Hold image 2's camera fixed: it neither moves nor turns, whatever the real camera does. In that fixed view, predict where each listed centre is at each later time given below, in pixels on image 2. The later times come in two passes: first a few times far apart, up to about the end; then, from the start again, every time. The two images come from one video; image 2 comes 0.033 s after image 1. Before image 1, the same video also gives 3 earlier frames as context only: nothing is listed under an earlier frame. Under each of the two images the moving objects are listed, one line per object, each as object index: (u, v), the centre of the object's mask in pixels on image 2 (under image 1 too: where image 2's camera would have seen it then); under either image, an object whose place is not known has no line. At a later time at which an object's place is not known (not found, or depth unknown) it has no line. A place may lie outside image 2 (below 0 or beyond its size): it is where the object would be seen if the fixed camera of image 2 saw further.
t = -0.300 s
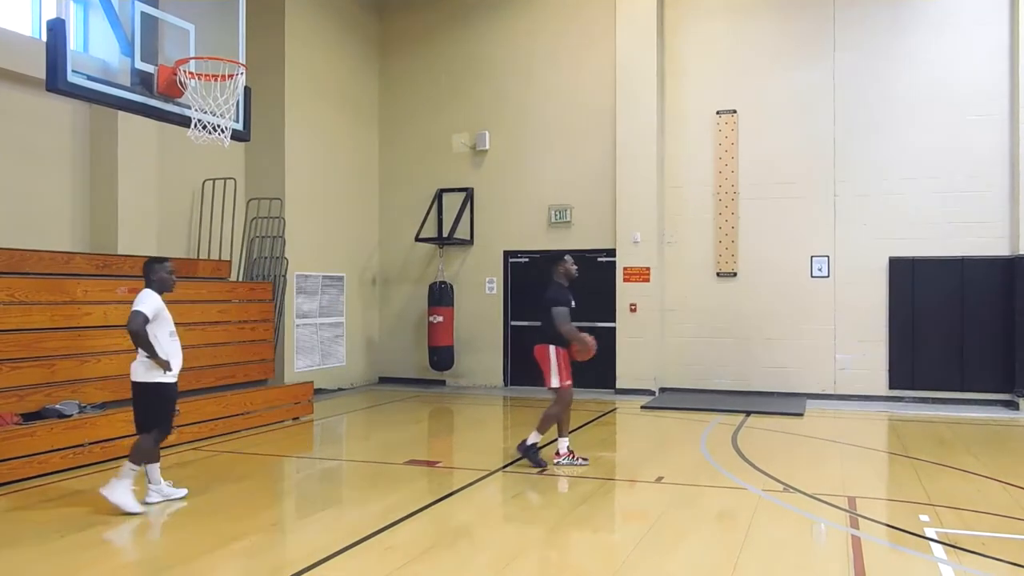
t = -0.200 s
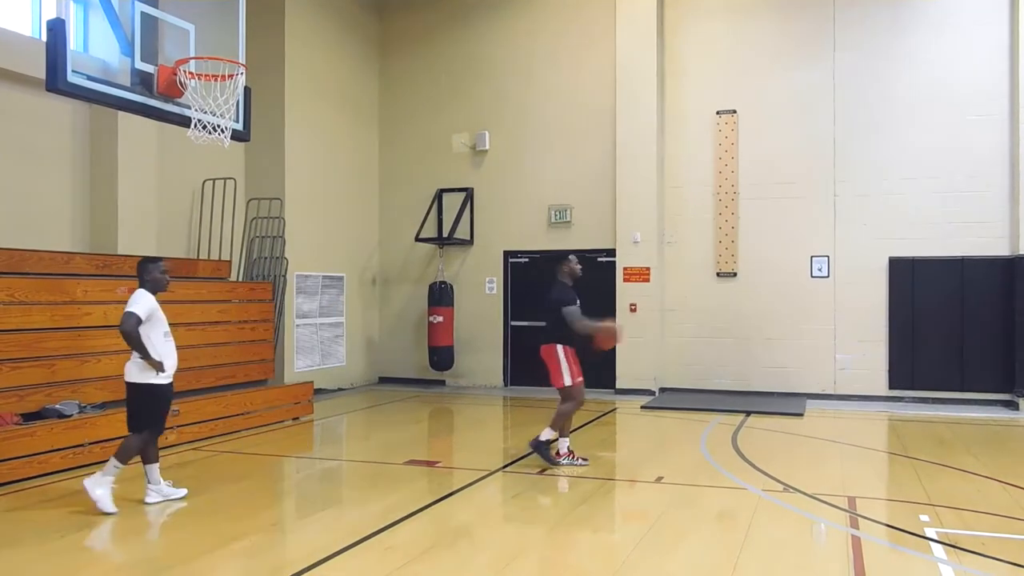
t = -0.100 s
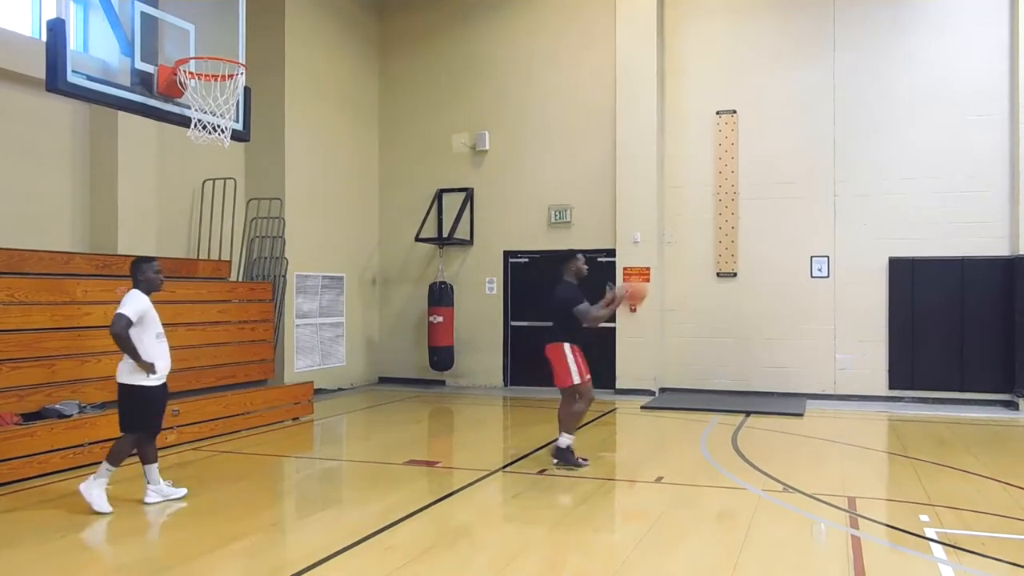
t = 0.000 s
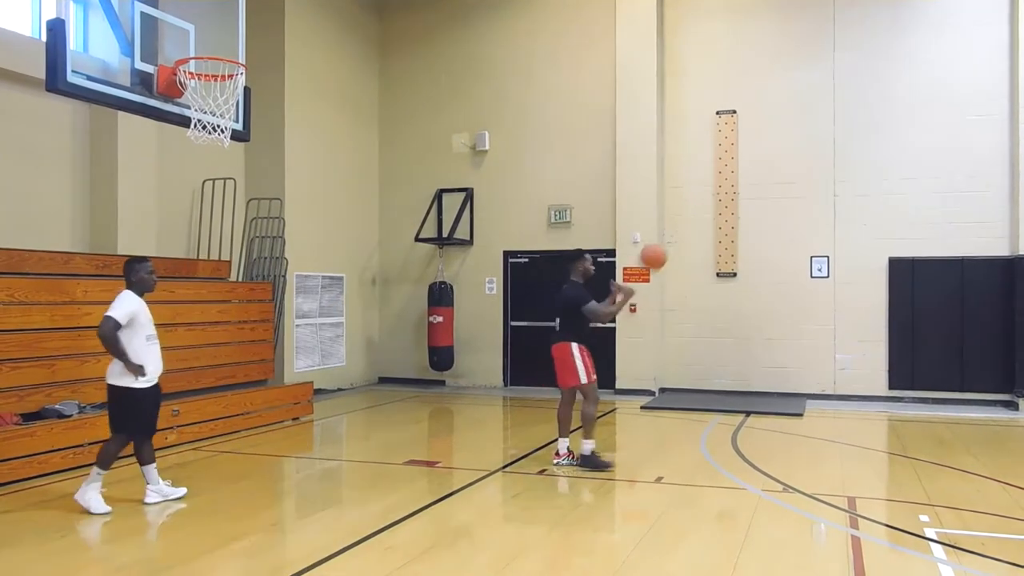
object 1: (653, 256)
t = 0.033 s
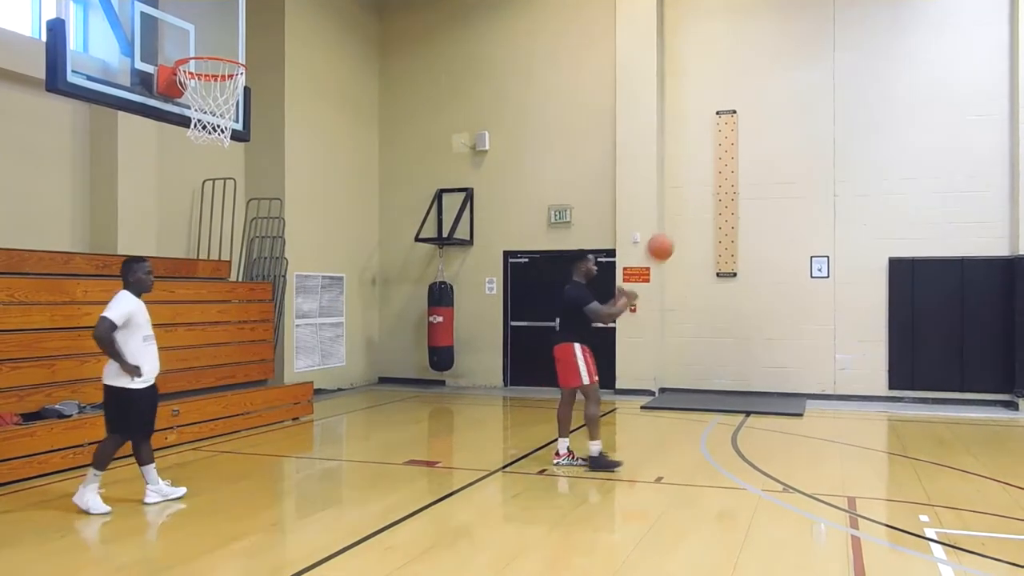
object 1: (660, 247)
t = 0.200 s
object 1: (693, 220)
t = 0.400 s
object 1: (729, 228)
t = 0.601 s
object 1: (766, 278)
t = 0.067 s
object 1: (666, 240)
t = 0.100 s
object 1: (672, 233)
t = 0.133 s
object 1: (679, 227)
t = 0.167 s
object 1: (685, 223)
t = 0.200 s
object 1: (693, 220)
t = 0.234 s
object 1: (699, 218)
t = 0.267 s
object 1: (705, 218)
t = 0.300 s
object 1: (711, 218)
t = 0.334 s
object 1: (717, 221)
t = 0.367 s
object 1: (723, 224)
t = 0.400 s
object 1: (729, 228)
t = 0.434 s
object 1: (735, 233)
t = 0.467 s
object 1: (741, 240)
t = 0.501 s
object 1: (748, 248)
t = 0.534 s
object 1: (754, 257)
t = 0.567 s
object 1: (760, 267)
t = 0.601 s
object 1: (766, 278)
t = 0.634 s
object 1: (772, 291)
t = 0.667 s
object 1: (778, 305)
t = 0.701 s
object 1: (784, 320)
